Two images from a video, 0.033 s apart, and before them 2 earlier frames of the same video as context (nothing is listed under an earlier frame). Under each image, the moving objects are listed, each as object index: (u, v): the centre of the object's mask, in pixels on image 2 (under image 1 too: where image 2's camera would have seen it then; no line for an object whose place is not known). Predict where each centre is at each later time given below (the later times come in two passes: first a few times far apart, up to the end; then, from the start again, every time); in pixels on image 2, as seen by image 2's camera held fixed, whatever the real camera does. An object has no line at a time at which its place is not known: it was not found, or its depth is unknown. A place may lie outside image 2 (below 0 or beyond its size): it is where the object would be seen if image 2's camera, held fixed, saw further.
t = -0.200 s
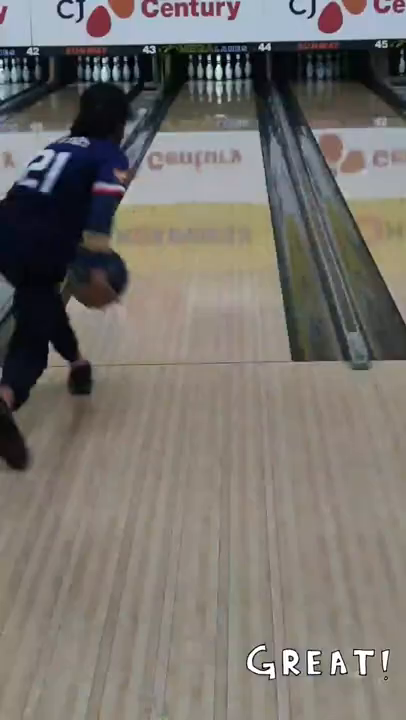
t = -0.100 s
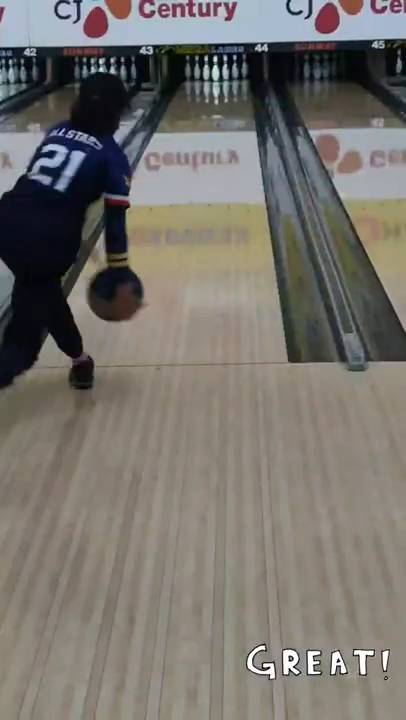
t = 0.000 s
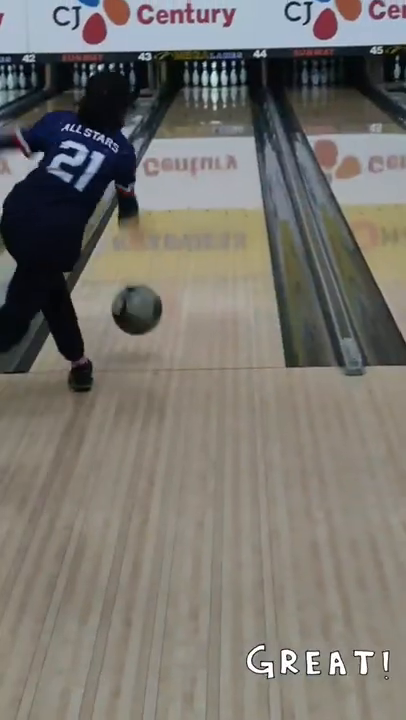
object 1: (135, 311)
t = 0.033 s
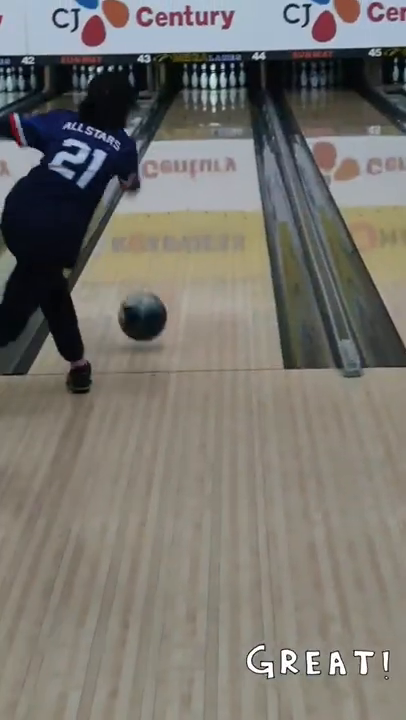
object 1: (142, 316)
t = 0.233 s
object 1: (173, 272)
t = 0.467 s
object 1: (198, 227)
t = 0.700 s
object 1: (214, 195)
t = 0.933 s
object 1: (226, 171)
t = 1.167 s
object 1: (236, 151)
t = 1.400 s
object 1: (242, 136)
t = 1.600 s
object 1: (245, 126)
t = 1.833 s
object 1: (247, 114)
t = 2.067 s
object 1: (245, 107)
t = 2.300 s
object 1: (239, 99)
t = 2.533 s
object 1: (230, 94)
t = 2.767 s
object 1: (222, 88)
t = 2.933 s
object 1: (217, 84)
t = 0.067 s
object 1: (148, 313)
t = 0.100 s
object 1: (154, 301)
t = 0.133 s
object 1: (159, 292)
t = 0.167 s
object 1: (164, 285)
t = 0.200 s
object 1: (169, 280)
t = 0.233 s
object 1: (173, 272)
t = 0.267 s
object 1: (177, 265)
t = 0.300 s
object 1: (181, 257)
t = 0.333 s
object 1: (185, 251)
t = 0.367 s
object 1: (189, 245)
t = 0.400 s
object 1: (192, 238)
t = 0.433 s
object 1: (195, 233)
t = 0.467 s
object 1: (198, 227)
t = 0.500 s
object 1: (200, 222)
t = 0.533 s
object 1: (203, 217)
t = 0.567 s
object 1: (206, 212)
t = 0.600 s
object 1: (208, 207)
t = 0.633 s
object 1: (210, 203)
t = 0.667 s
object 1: (213, 198)
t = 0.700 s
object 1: (214, 195)
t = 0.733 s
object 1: (217, 191)
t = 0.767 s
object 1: (218, 187)
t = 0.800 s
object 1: (220, 184)
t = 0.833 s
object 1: (222, 180)
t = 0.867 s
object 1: (224, 177)
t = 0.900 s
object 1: (225, 173)
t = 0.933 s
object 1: (226, 171)
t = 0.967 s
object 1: (228, 167)
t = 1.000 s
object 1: (229, 164)
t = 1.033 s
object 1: (230, 161)
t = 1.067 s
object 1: (232, 159)
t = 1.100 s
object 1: (233, 156)
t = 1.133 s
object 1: (234, 153)
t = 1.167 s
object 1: (236, 151)
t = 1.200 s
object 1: (237, 149)
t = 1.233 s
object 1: (238, 146)
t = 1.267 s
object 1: (239, 144)
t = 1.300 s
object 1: (240, 142)
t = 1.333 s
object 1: (240, 142)
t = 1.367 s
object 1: (241, 139)
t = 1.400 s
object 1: (242, 136)
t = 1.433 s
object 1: (242, 134)
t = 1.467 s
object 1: (243, 133)
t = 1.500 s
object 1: (243, 130)
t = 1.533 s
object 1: (244, 130)
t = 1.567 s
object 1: (244, 128)
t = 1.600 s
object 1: (245, 126)
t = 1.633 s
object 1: (245, 124)
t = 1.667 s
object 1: (246, 122)
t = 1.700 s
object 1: (246, 120)
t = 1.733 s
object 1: (245, 120)
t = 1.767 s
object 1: (246, 118)
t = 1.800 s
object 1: (246, 116)
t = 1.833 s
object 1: (247, 114)
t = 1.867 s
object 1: (247, 113)
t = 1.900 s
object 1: (246, 112)
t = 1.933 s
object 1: (246, 111)
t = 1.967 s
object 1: (245, 109)
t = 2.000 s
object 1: (245, 108)
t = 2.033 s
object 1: (245, 107)
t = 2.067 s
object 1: (245, 107)
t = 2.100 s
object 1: (244, 106)
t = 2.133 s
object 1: (244, 104)
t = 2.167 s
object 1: (243, 103)
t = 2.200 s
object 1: (242, 102)
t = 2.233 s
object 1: (240, 101)
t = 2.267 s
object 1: (239, 99)
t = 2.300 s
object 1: (239, 99)
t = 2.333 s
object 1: (238, 99)
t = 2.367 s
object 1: (236, 98)
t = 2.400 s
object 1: (235, 97)
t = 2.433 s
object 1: (234, 96)
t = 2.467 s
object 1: (234, 96)
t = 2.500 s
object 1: (231, 95)
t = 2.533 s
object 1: (230, 94)
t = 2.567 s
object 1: (229, 93)
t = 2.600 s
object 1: (228, 92)
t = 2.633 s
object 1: (227, 92)
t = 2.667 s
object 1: (225, 90)
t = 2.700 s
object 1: (224, 90)
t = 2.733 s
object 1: (223, 89)
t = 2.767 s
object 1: (222, 88)
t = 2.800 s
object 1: (221, 87)
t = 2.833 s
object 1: (220, 87)
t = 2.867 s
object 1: (219, 87)
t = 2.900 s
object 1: (218, 86)
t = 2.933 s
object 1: (217, 84)
